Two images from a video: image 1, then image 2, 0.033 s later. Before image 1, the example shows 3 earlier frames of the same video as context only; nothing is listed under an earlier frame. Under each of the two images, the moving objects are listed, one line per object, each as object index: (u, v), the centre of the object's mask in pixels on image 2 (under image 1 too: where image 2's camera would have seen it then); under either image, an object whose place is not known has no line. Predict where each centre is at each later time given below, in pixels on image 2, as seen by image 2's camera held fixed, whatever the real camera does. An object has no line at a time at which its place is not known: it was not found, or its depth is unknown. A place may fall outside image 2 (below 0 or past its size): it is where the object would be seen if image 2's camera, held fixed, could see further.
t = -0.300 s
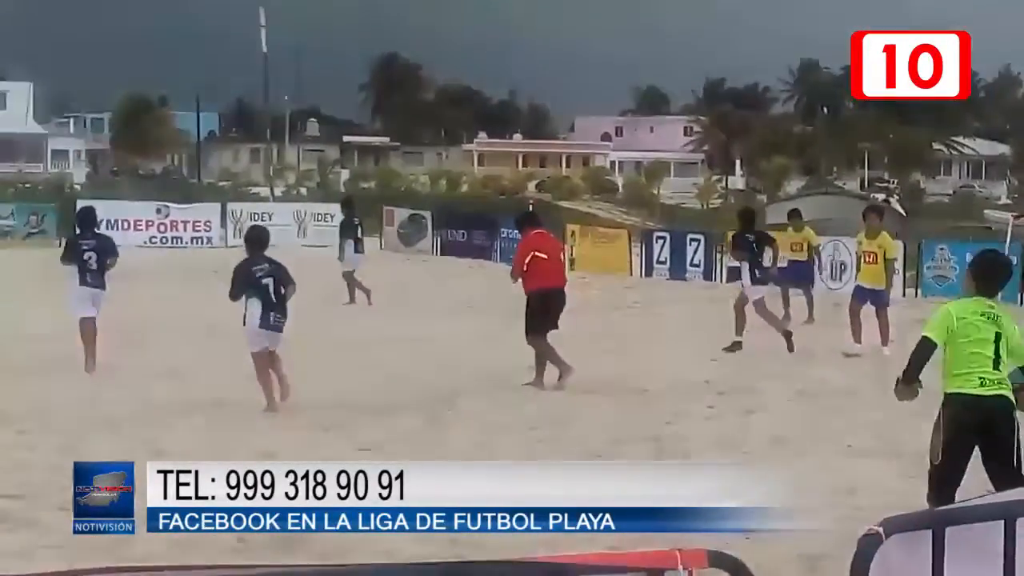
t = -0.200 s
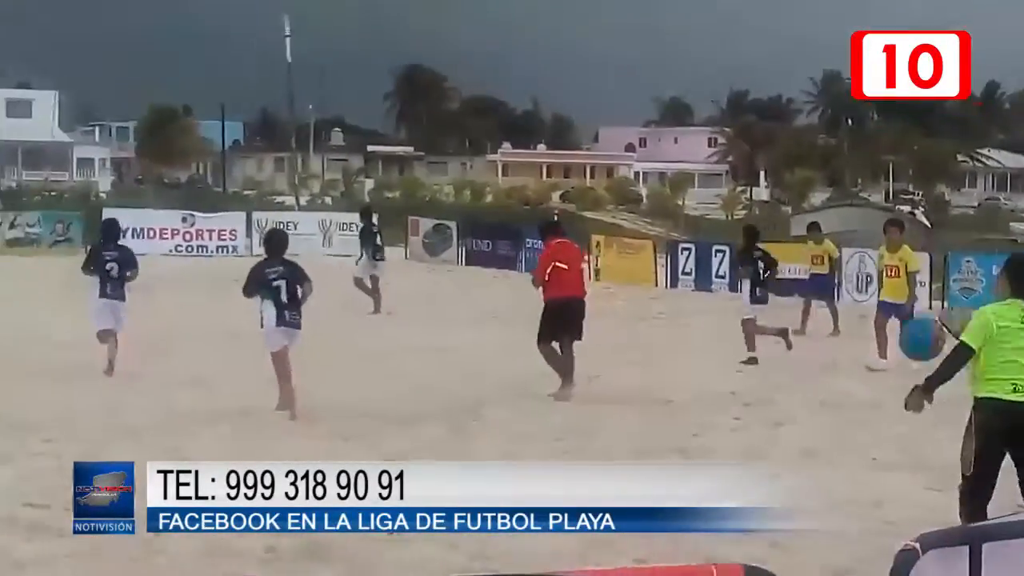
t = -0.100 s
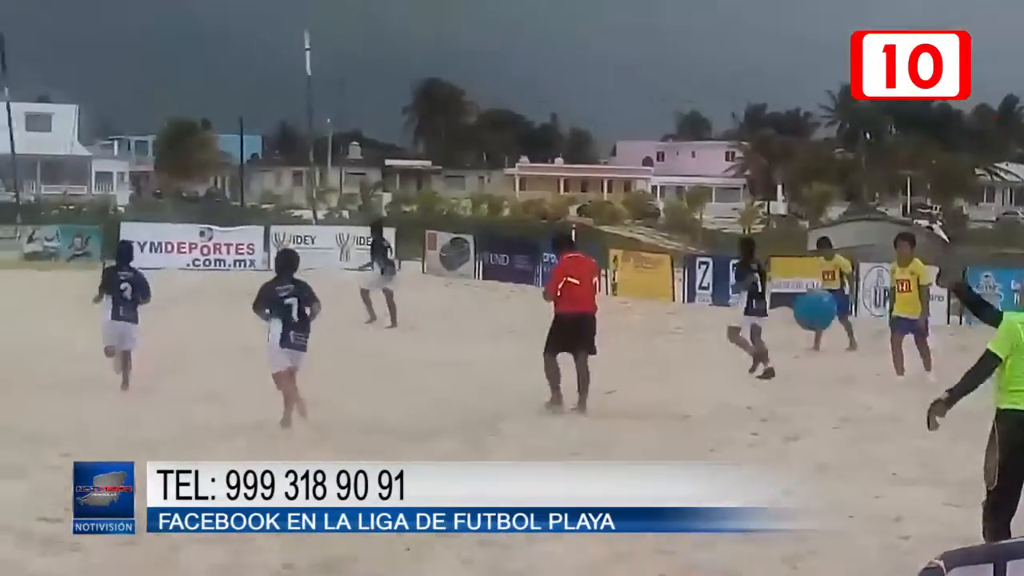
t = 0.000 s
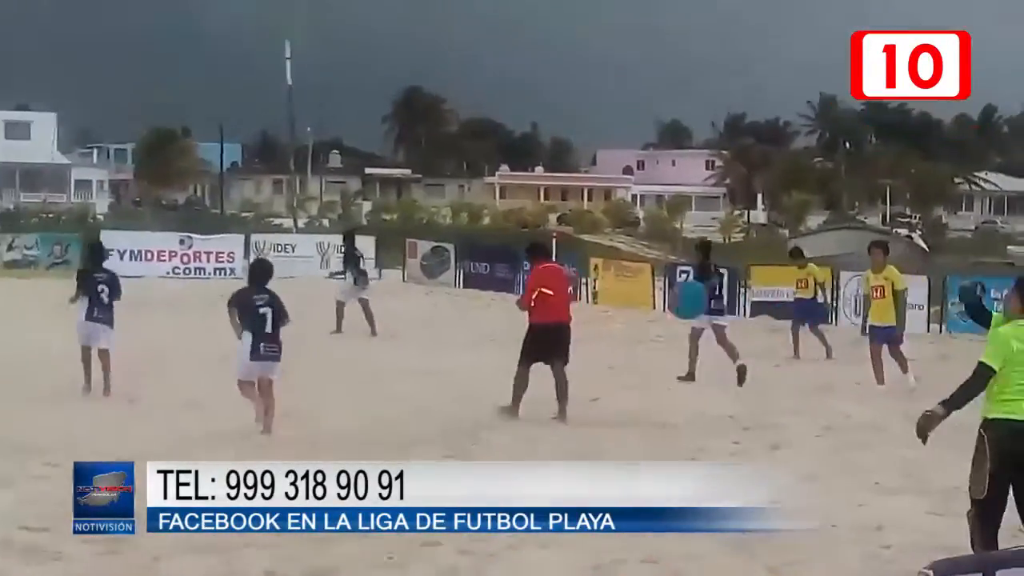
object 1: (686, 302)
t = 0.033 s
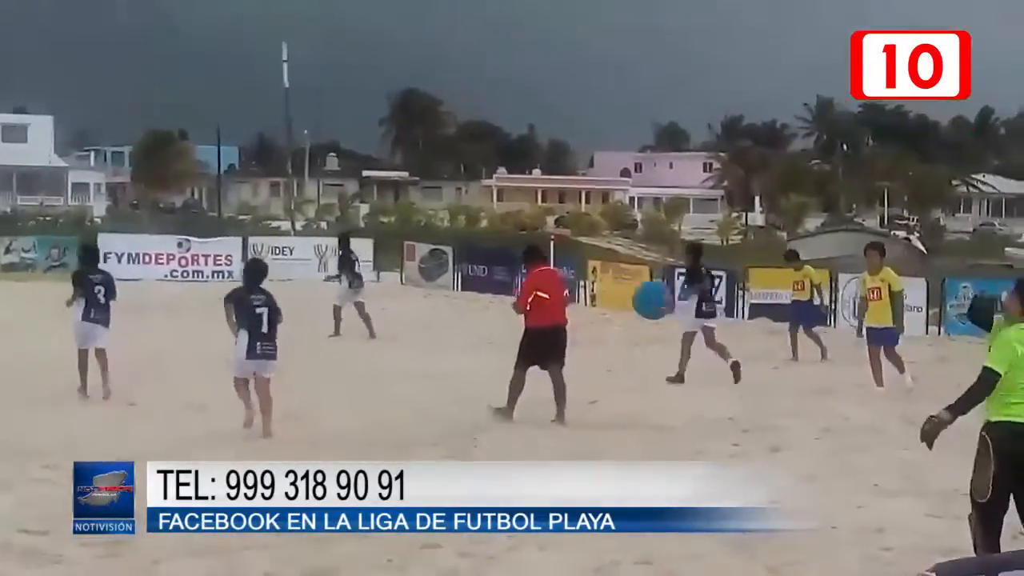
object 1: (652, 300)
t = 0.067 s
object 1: (621, 300)
